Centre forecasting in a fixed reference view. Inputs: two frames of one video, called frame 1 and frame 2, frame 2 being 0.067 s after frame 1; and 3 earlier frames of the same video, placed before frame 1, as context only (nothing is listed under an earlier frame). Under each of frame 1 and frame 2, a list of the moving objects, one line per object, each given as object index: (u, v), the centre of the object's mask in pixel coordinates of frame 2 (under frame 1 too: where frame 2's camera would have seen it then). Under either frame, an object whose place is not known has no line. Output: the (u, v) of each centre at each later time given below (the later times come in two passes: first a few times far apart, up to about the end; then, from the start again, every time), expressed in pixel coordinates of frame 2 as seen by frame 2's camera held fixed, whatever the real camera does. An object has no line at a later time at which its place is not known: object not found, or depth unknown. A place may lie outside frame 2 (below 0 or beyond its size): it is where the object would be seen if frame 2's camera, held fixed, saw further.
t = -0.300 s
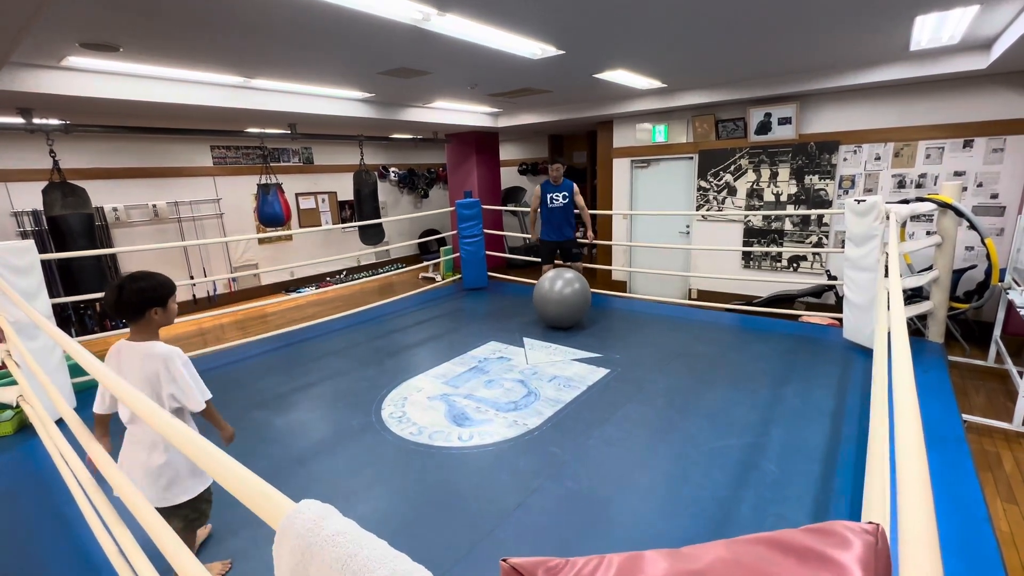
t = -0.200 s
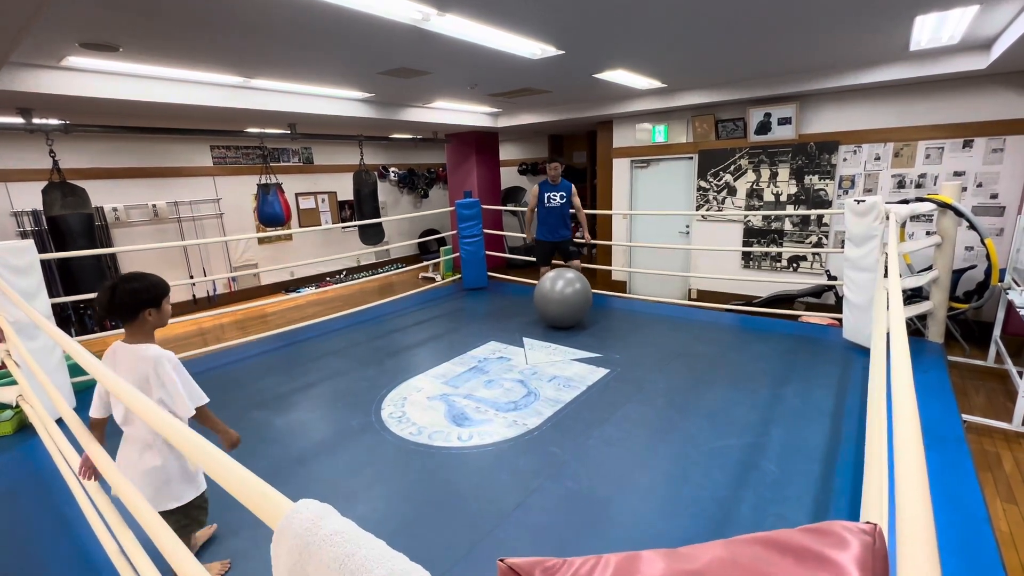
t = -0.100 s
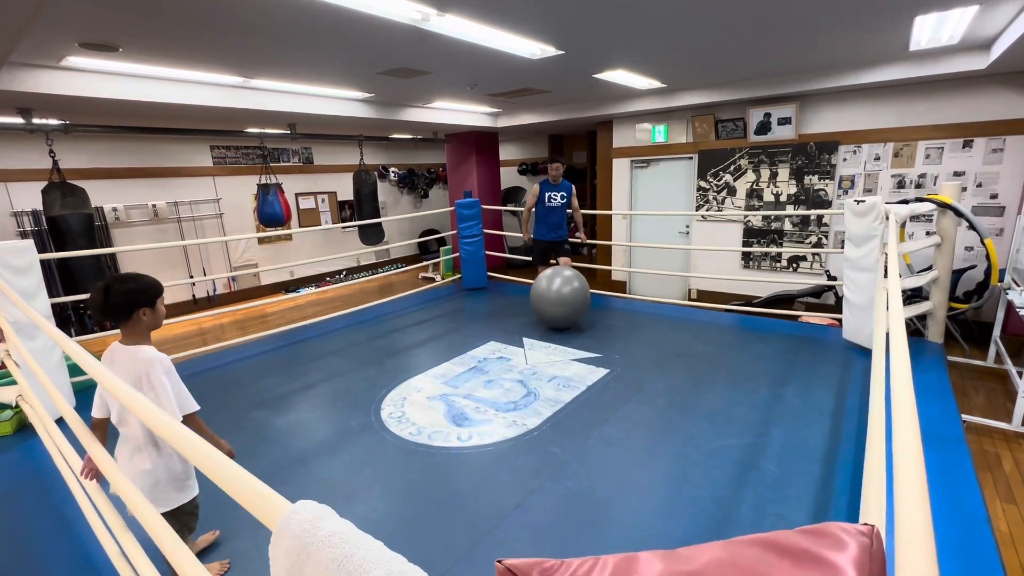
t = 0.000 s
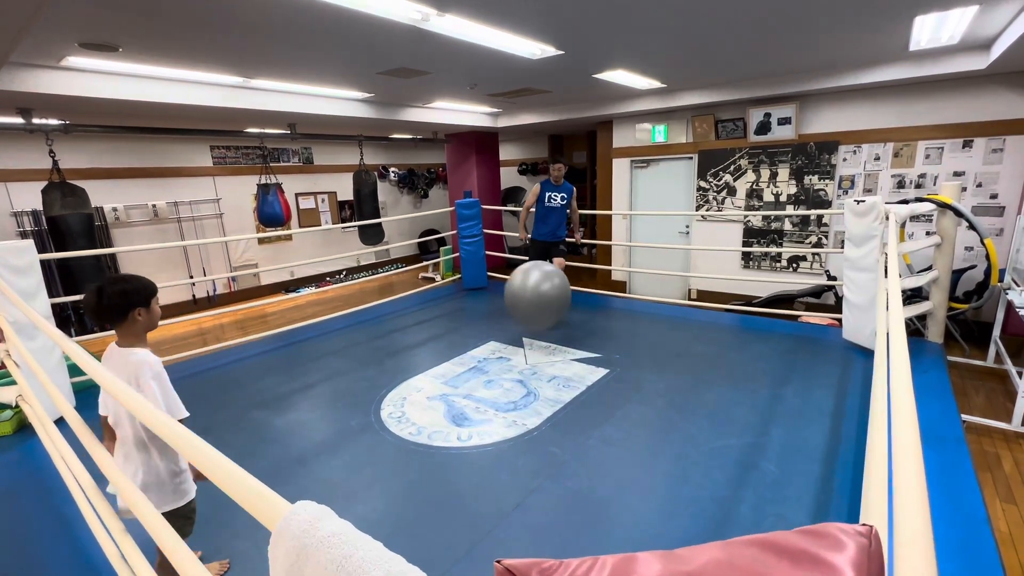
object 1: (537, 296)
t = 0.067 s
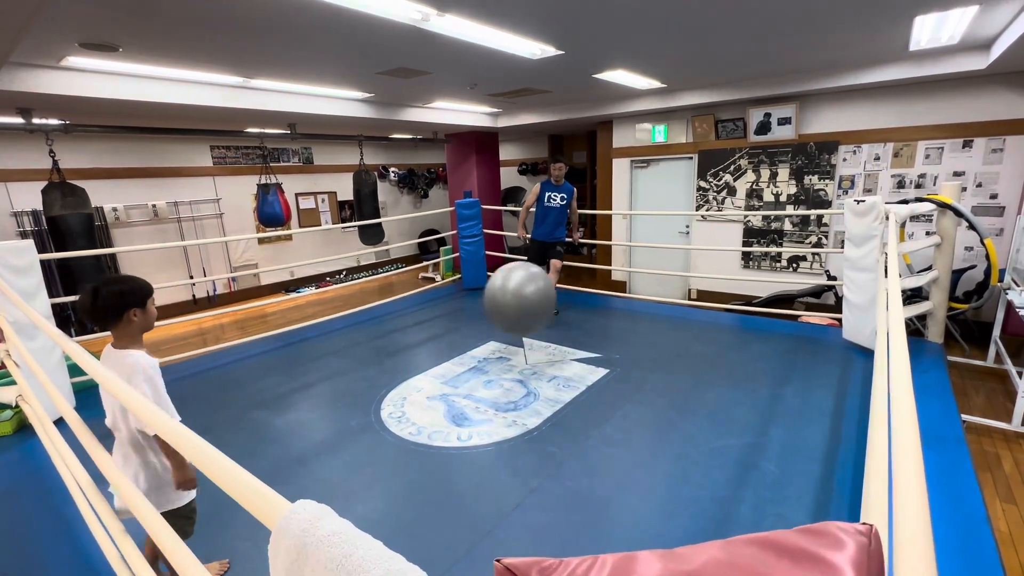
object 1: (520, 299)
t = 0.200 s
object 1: (476, 324)
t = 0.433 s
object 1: (362, 460)
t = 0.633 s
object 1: (241, 466)
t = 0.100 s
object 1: (510, 303)
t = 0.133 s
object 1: (499, 308)
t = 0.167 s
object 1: (488, 315)
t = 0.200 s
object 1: (476, 324)
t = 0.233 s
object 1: (463, 335)
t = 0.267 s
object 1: (449, 349)
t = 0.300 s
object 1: (433, 366)
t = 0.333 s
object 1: (415, 387)
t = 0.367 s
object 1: (397, 413)
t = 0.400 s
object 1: (376, 444)
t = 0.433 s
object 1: (362, 460)
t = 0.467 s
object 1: (344, 457)
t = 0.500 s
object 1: (327, 454)
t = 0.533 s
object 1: (310, 451)
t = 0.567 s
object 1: (272, 470)
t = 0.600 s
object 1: (253, 474)
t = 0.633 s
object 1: (241, 466)
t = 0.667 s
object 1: (239, 465)
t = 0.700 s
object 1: (240, 462)
